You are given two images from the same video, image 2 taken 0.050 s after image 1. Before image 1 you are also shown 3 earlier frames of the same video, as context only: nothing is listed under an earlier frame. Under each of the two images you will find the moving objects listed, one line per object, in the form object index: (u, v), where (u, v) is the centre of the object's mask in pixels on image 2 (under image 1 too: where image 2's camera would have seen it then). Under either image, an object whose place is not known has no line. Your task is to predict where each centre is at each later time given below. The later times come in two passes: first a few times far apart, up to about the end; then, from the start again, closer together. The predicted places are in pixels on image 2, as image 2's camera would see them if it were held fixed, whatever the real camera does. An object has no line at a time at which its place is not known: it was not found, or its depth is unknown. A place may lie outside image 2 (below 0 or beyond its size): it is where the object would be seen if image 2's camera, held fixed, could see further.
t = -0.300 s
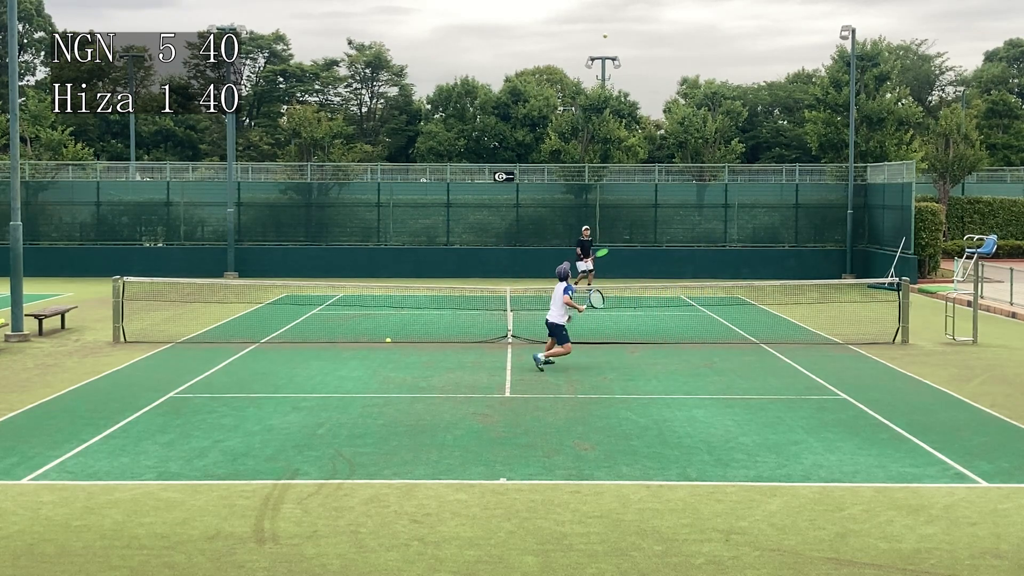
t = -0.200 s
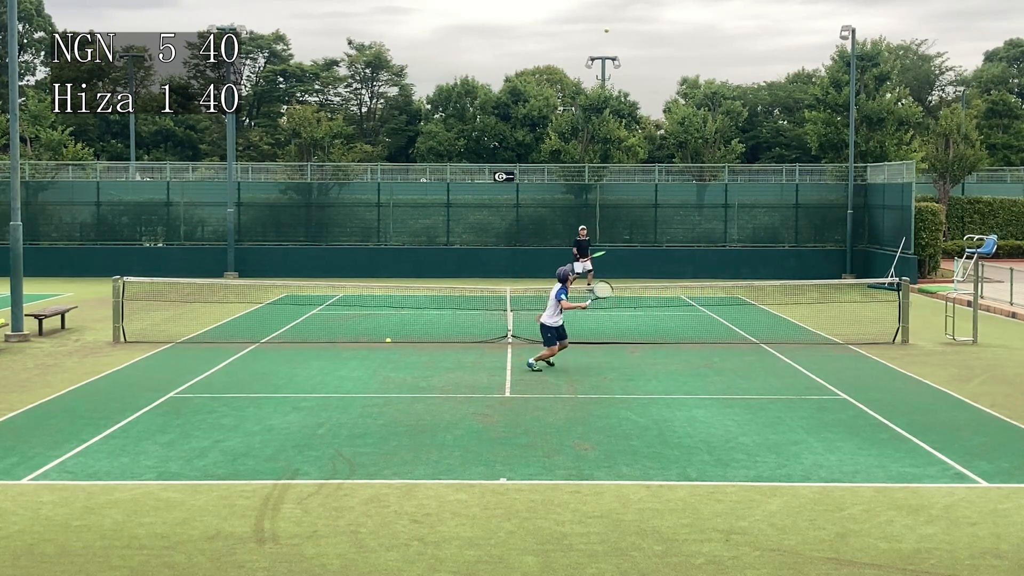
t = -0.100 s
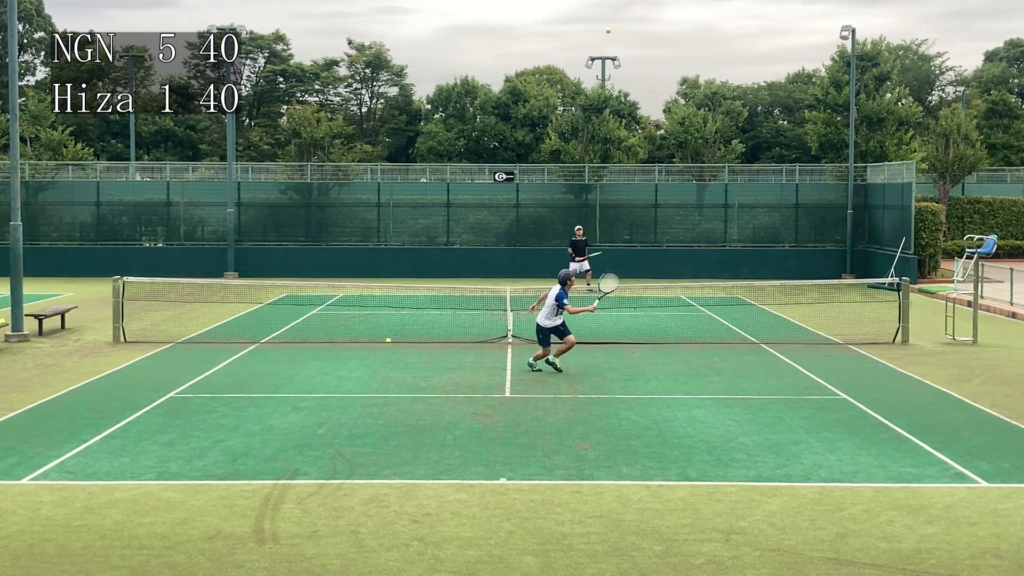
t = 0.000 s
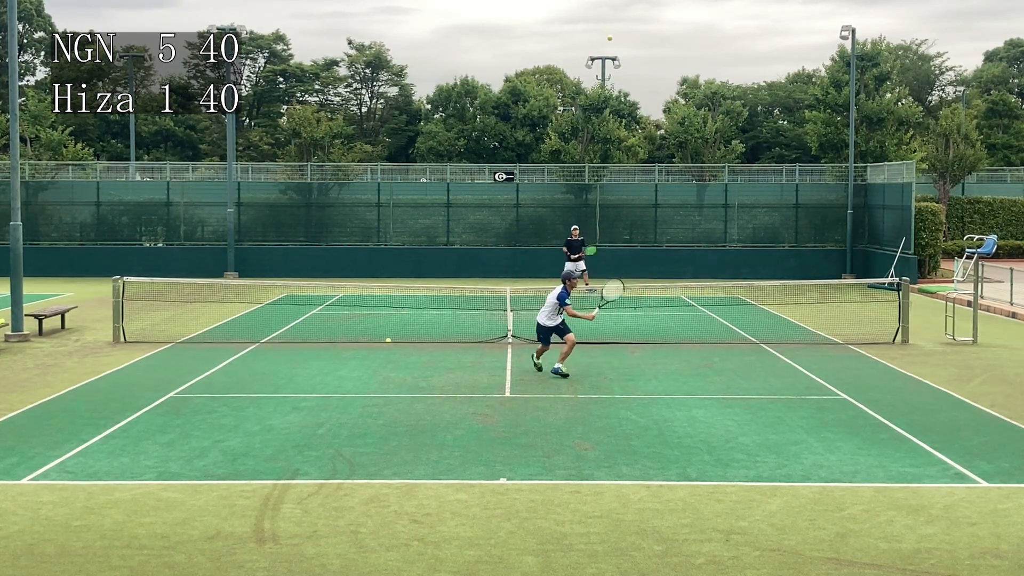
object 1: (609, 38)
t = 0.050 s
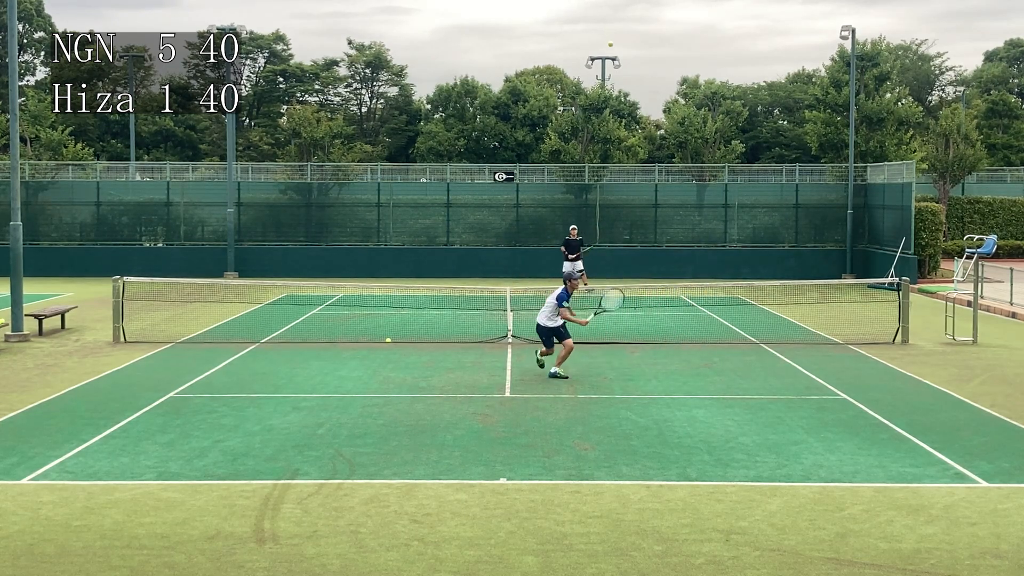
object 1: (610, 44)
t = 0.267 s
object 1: (616, 93)
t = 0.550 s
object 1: (624, 222)
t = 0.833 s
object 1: (635, 432)
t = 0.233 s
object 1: (613, 83)
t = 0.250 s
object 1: (612, 88)
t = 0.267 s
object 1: (616, 93)
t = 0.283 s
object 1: (615, 98)
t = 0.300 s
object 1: (616, 104)
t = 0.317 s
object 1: (616, 110)
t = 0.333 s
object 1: (617, 116)
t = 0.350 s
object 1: (617, 122)
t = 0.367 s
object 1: (618, 129)
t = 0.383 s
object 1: (618, 136)
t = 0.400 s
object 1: (618, 143)
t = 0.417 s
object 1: (619, 151)
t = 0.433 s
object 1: (620, 158)
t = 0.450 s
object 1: (620, 167)
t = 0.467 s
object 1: (621, 175)
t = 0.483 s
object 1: (622, 183)
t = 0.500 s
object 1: (622, 193)
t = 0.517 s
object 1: (623, 202)
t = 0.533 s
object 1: (623, 212)
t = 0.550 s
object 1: (624, 222)
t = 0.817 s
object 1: (634, 430)
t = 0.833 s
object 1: (635, 432)
